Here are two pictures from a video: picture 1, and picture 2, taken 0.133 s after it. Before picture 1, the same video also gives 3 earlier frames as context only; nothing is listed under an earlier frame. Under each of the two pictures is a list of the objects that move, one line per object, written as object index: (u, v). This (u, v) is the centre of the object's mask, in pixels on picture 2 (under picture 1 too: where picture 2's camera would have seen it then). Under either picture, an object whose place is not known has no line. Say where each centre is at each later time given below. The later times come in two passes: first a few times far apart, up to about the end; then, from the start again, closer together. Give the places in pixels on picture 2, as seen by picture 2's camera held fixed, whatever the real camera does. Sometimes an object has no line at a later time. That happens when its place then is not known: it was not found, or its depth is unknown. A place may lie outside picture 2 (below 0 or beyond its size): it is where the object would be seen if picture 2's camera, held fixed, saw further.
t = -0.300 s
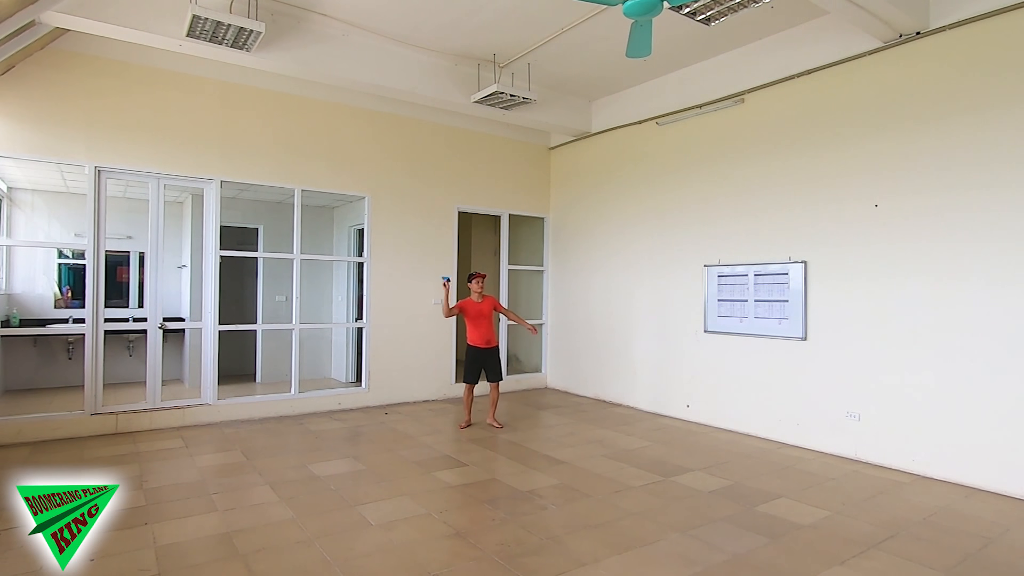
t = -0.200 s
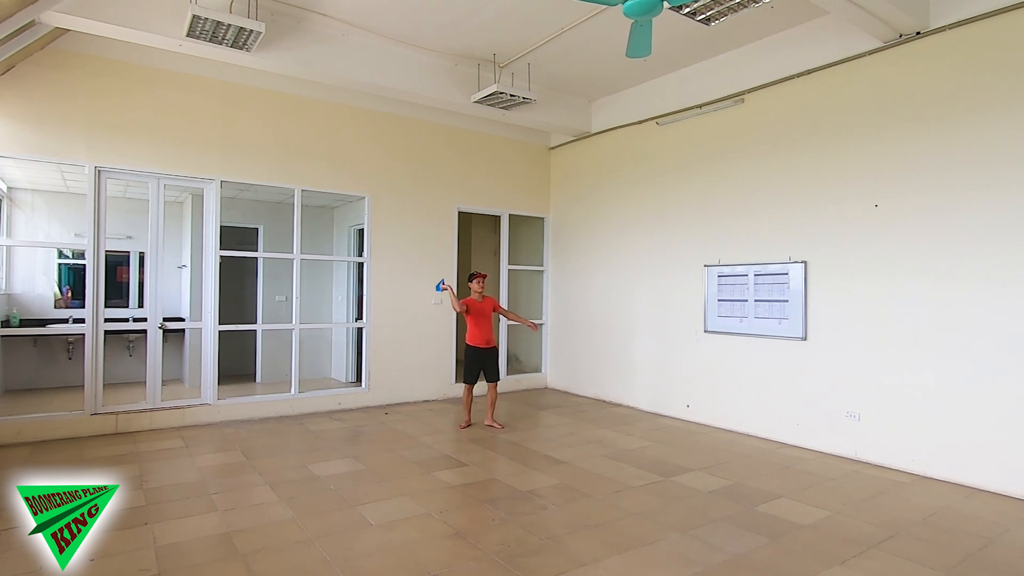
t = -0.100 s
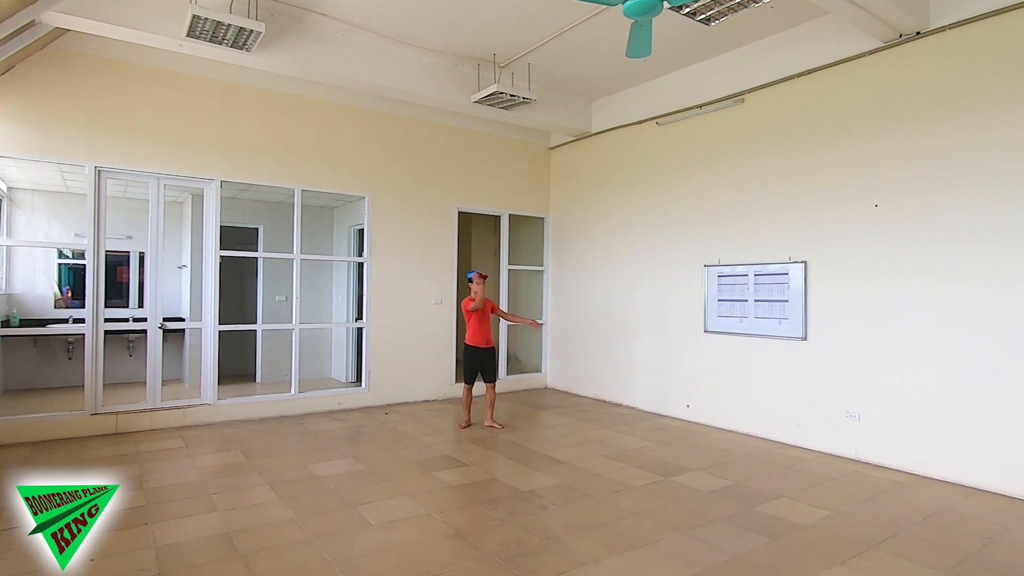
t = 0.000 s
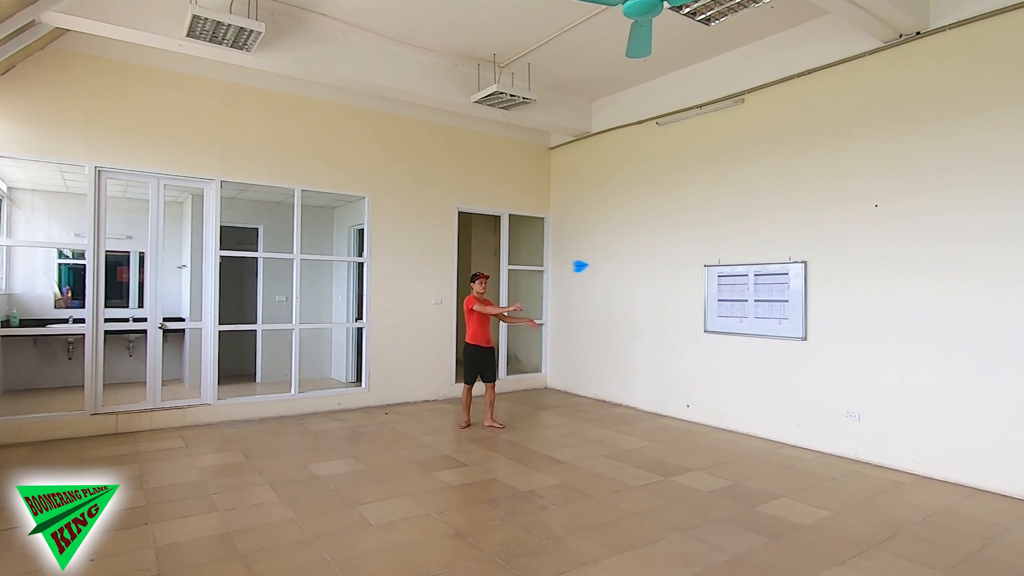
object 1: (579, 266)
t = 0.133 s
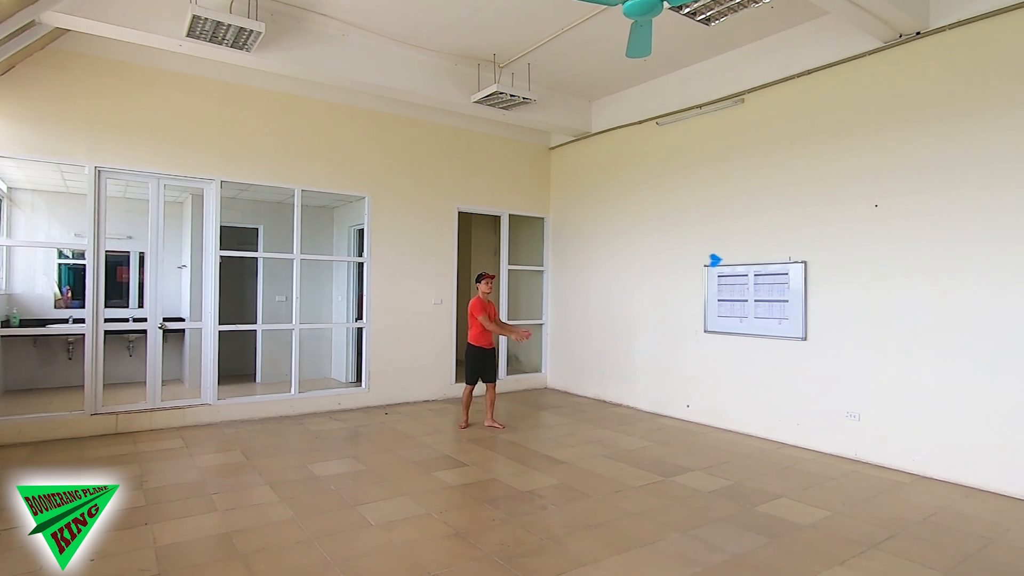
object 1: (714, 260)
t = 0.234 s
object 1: (786, 264)
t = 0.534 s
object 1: (652, 318)
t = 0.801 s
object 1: (358, 349)
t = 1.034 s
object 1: (317, 349)
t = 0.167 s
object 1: (742, 260)
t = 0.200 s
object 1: (766, 261)
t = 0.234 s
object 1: (786, 264)
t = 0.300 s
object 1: (810, 271)
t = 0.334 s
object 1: (812, 277)
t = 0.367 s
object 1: (806, 283)
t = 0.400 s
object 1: (791, 289)
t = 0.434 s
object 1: (767, 297)
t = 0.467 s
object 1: (735, 304)
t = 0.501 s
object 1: (696, 311)
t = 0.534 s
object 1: (652, 318)
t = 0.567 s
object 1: (605, 324)
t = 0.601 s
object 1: (559, 330)
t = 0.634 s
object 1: (514, 335)
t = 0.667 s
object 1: (472, 339)
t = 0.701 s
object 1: (436, 342)
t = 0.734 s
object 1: (405, 345)
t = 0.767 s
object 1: (379, 347)
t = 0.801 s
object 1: (358, 349)
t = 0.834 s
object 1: (341, 349)
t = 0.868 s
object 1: (329, 350)
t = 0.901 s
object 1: (321, 349)
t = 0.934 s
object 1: (316, 349)
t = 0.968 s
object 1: (315, 349)
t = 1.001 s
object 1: (315, 349)
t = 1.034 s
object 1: (317, 349)
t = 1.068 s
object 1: (320, 349)
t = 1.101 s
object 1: (324, 348)
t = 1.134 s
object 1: (329, 349)
